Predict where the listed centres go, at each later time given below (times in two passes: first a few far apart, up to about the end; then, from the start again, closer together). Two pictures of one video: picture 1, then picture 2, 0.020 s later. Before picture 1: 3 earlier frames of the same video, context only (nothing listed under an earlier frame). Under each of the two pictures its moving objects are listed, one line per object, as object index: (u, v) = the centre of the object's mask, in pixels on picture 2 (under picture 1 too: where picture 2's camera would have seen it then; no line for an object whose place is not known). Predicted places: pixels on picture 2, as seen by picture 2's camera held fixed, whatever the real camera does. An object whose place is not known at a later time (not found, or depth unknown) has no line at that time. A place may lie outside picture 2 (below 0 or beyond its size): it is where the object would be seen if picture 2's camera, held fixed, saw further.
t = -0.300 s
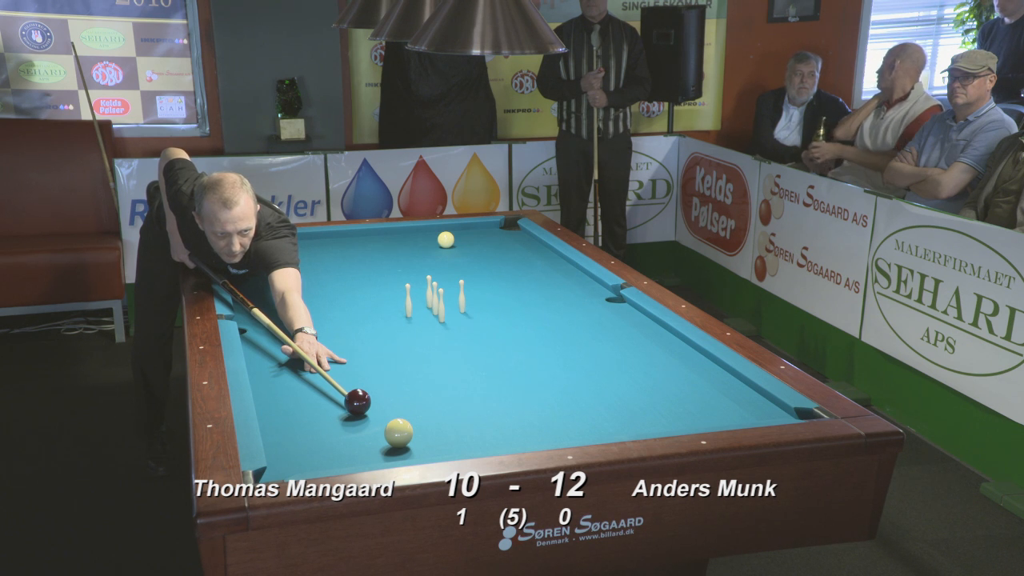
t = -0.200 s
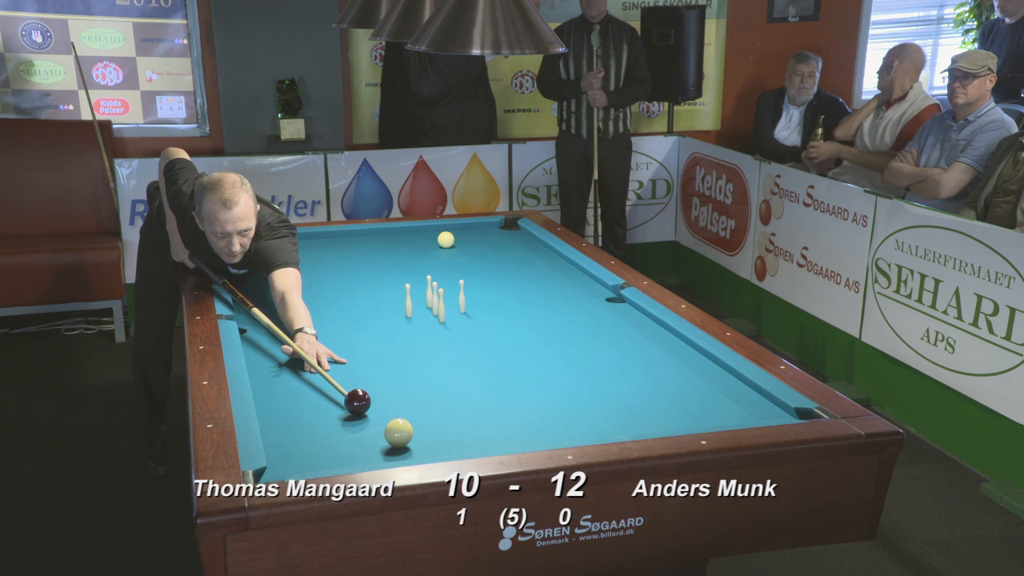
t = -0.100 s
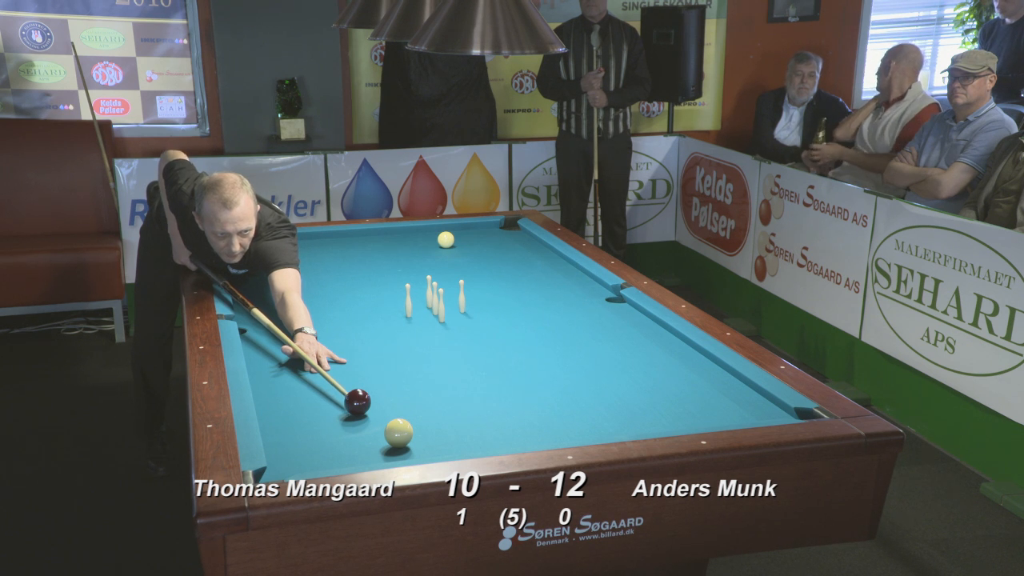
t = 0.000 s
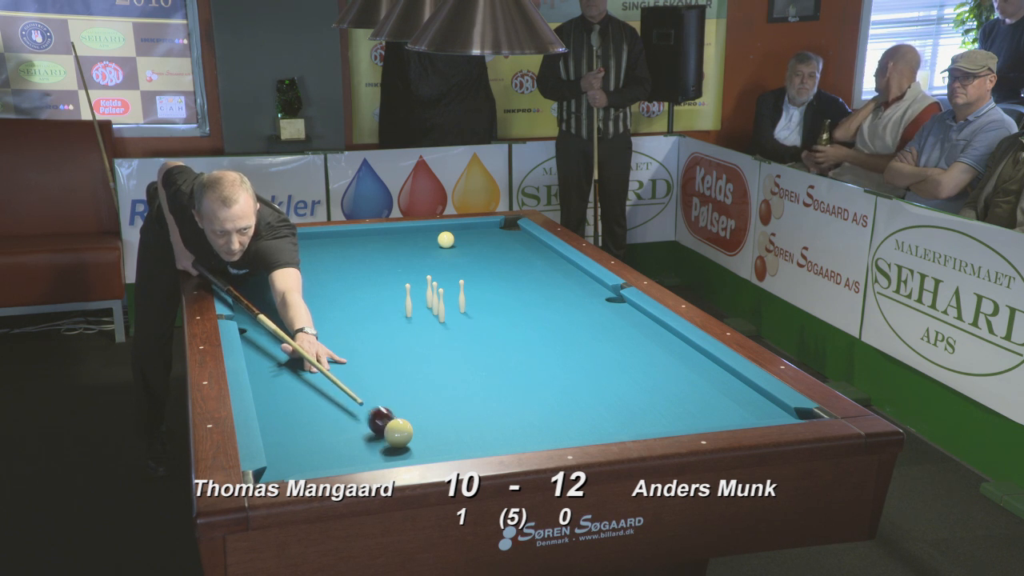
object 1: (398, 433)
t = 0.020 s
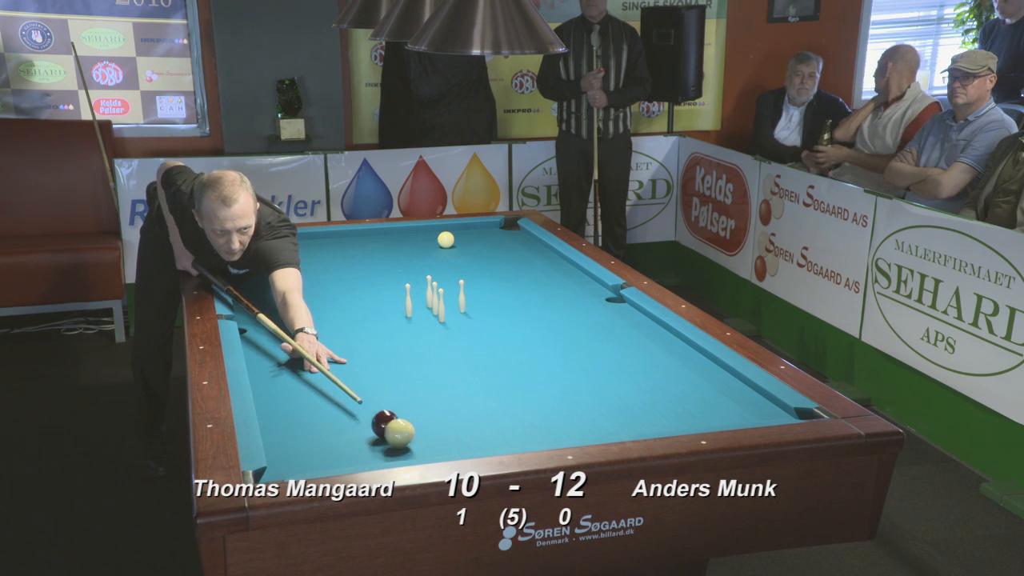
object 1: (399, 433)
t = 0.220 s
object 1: (429, 439)
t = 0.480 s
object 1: (429, 407)
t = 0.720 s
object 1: (430, 383)
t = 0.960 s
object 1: (430, 362)
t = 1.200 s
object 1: (430, 343)
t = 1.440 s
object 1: (430, 327)
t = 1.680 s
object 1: (430, 312)
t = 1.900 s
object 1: (428, 300)
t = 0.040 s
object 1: (404, 437)
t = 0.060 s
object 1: (412, 442)
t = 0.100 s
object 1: (423, 447)
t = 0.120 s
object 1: (428, 448)
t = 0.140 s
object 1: (430, 448)
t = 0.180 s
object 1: (430, 444)
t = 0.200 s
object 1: (429, 442)
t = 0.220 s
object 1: (429, 439)
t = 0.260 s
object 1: (429, 433)
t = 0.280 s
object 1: (429, 431)
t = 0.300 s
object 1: (429, 428)
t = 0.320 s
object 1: (429, 426)
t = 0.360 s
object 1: (429, 421)
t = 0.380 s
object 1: (429, 419)
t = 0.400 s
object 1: (429, 417)
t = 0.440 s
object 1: (429, 412)
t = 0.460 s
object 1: (429, 410)
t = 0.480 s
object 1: (429, 407)
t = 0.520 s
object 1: (429, 403)
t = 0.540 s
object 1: (429, 401)
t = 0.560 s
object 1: (429, 399)
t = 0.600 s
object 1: (429, 395)
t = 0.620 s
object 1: (429, 393)
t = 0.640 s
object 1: (429, 391)
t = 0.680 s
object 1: (430, 387)
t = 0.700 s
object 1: (430, 385)
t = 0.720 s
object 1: (430, 383)
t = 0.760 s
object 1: (430, 380)
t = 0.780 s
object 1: (430, 378)
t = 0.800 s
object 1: (430, 376)
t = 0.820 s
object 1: (430, 374)
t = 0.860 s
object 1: (430, 370)
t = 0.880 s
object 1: (430, 369)
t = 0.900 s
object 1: (430, 367)
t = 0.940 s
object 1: (430, 364)
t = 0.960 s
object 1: (430, 362)
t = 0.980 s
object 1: (430, 360)
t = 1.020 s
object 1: (430, 357)
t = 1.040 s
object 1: (430, 355)
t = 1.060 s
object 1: (430, 354)
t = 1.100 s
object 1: (430, 351)
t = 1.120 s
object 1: (430, 349)
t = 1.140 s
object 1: (430, 348)
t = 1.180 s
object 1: (430, 345)
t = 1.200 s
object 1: (430, 343)
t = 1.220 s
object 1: (430, 342)
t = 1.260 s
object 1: (430, 339)
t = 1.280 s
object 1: (430, 337)
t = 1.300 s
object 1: (430, 336)
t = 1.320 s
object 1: (430, 335)
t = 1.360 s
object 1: (430, 332)
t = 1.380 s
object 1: (430, 331)
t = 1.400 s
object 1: (430, 329)
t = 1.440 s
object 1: (430, 327)
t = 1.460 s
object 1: (430, 325)
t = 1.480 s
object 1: (430, 324)
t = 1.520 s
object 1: (430, 322)
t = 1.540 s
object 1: (430, 320)
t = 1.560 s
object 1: (430, 319)
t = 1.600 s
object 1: (430, 316)
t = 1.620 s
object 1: (430, 315)
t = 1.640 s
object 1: (430, 314)
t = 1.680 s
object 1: (430, 312)
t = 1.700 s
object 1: (430, 311)
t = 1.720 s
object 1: (430, 310)
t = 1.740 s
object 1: (430, 309)
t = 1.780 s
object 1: (429, 306)
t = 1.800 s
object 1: (429, 305)
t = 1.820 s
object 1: (429, 304)
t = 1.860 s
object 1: (429, 302)
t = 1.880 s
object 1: (429, 301)
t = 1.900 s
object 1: (428, 300)
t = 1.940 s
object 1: (428, 298)
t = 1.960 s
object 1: (428, 297)
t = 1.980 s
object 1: (428, 296)
